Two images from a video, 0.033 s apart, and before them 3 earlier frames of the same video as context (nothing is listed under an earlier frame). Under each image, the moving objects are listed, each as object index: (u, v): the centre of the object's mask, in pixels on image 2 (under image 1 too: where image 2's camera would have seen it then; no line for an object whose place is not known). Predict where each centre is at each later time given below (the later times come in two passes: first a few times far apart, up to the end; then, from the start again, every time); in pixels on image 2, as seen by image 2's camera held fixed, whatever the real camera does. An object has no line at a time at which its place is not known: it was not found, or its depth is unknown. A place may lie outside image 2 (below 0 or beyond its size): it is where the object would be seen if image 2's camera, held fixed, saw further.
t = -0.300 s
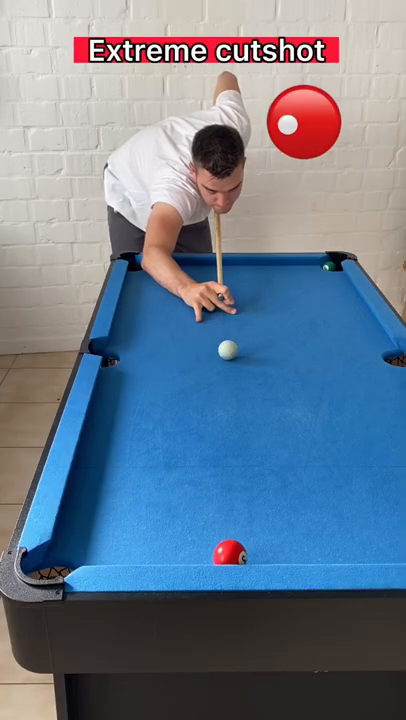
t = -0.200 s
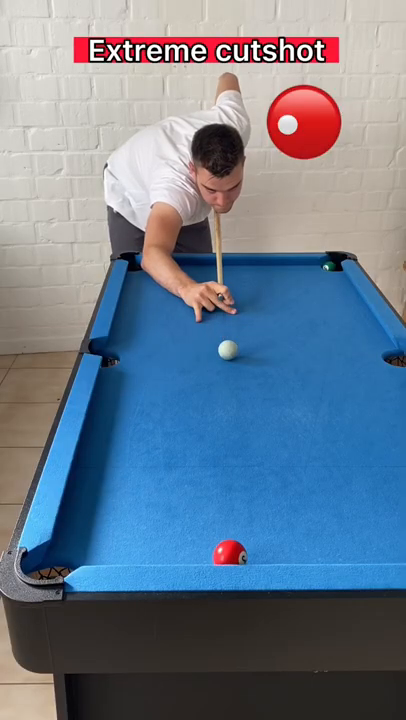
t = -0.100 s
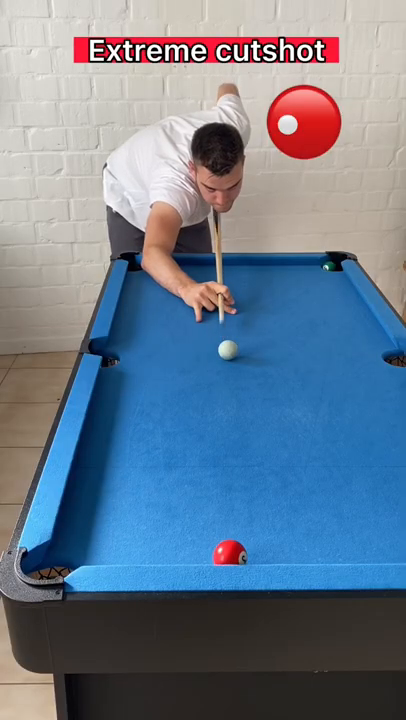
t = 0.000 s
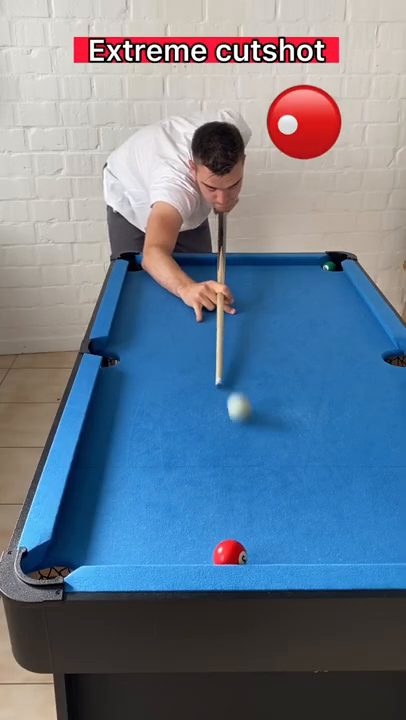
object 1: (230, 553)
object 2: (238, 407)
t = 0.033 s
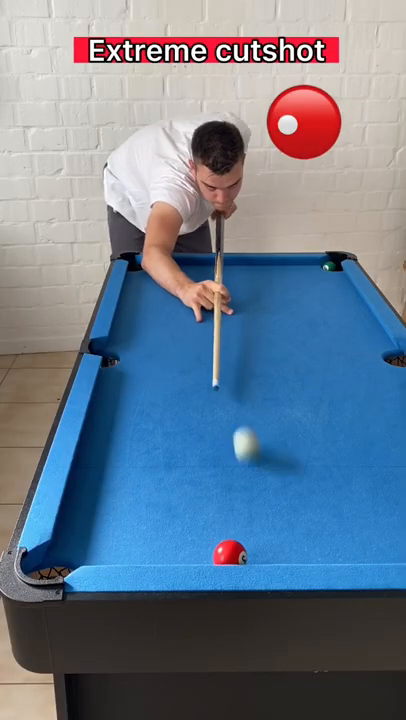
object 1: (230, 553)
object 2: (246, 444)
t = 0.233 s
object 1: (196, 553)
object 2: (222, 453)
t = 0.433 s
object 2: (175, 366)
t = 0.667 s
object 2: (141, 305)
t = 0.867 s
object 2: (141, 270)
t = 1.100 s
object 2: (170, 274)
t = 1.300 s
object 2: (199, 288)
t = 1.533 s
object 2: (237, 306)
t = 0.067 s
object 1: (230, 553)
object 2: (254, 489)
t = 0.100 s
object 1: (230, 553)
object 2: (265, 542)
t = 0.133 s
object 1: (223, 553)
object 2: (255, 533)
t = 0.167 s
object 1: (213, 553)
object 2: (243, 502)
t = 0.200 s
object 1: (204, 553)
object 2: (232, 476)
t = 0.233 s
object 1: (196, 553)
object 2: (222, 453)
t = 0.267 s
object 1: (188, 552)
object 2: (213, 434)
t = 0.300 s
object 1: (180, 552)
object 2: (204, 418)
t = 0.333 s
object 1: (172, 552)
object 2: (196, 403)
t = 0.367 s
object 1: (164, 552)
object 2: (189, 390)
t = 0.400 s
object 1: (157, 552)
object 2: (182, 378)
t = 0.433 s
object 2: (175, 366)
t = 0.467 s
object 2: (169, 356)
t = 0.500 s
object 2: (164, 346)
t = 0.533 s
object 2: (158, 337)
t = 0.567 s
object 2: (153, 328)
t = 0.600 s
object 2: (149, 320)
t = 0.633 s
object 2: (145, 312)
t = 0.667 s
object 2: (141, 305)
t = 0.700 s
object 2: (137, 297)
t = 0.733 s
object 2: (133, 291)
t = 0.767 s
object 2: (131, 285)
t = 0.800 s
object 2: (134, 279)
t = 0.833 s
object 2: (138, 274)
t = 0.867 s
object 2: (141, 270)
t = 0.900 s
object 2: (144, 265)
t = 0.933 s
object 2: (147, 262)
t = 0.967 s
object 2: (151, 264)
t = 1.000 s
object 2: (156, 267)
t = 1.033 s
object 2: (161, 269)
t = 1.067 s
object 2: (165, 272)
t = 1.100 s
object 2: (170, 274)
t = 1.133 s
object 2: (175, 276)
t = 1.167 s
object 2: (180, 279)
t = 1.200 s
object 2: (185, 281)
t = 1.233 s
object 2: (190, 284)
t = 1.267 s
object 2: (195, 286)
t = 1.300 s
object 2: (199, 288)
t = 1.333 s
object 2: (205, 290)
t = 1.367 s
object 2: (210, 293)
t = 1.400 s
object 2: (215, 296)
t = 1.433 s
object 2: (220, 298)
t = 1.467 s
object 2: (226, 301)
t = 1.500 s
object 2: (231, 303)
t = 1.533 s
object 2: (237, 306)
